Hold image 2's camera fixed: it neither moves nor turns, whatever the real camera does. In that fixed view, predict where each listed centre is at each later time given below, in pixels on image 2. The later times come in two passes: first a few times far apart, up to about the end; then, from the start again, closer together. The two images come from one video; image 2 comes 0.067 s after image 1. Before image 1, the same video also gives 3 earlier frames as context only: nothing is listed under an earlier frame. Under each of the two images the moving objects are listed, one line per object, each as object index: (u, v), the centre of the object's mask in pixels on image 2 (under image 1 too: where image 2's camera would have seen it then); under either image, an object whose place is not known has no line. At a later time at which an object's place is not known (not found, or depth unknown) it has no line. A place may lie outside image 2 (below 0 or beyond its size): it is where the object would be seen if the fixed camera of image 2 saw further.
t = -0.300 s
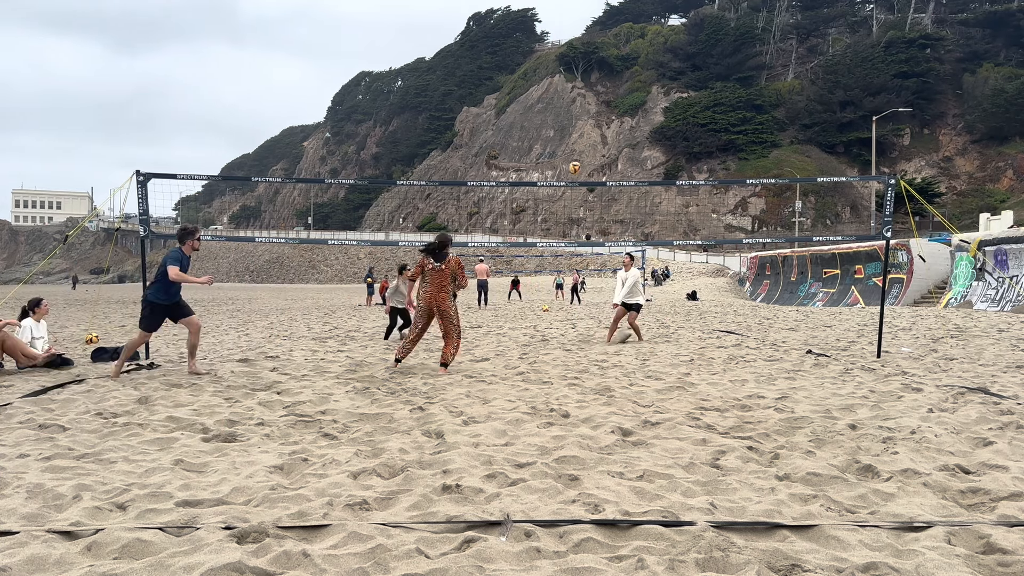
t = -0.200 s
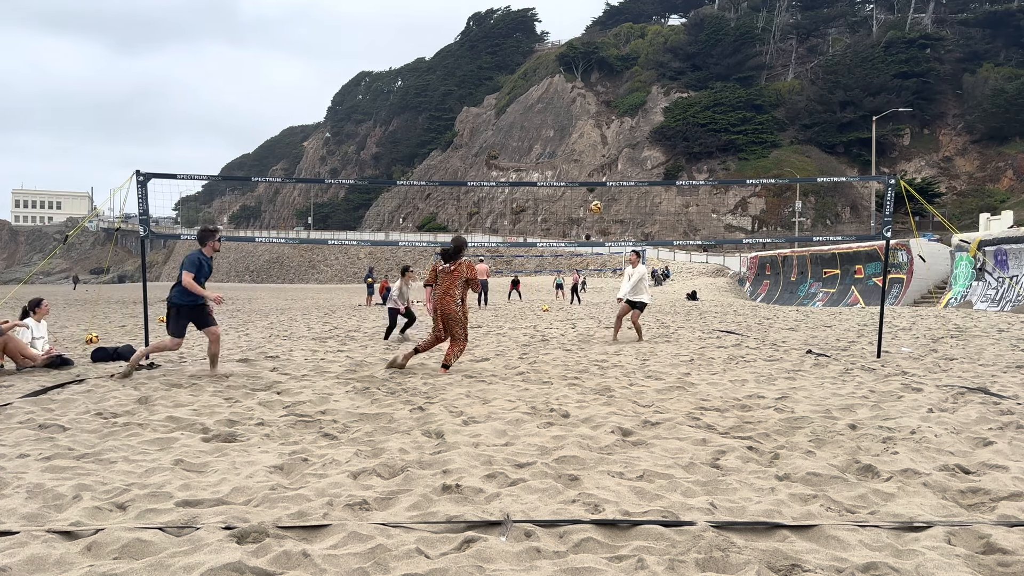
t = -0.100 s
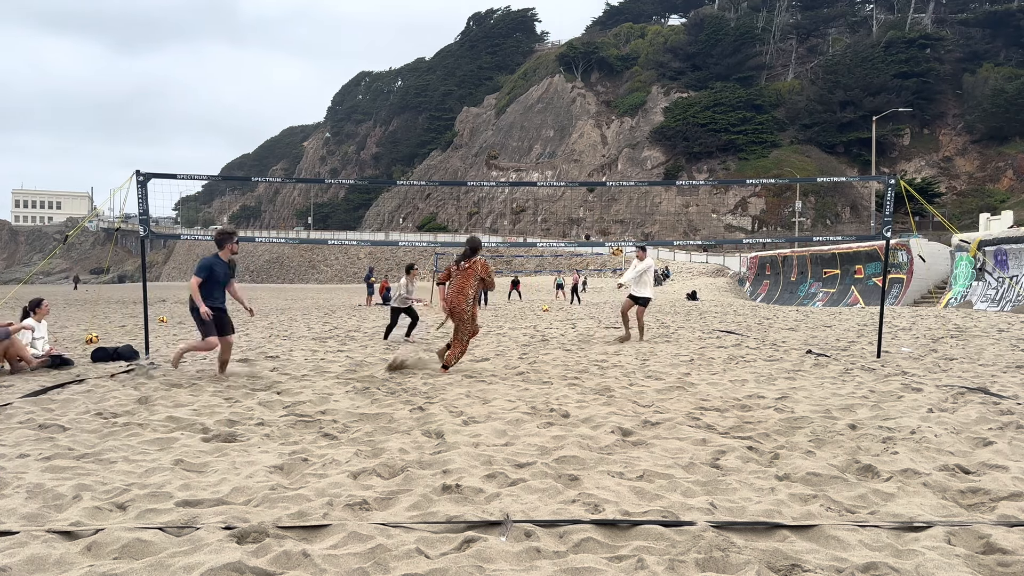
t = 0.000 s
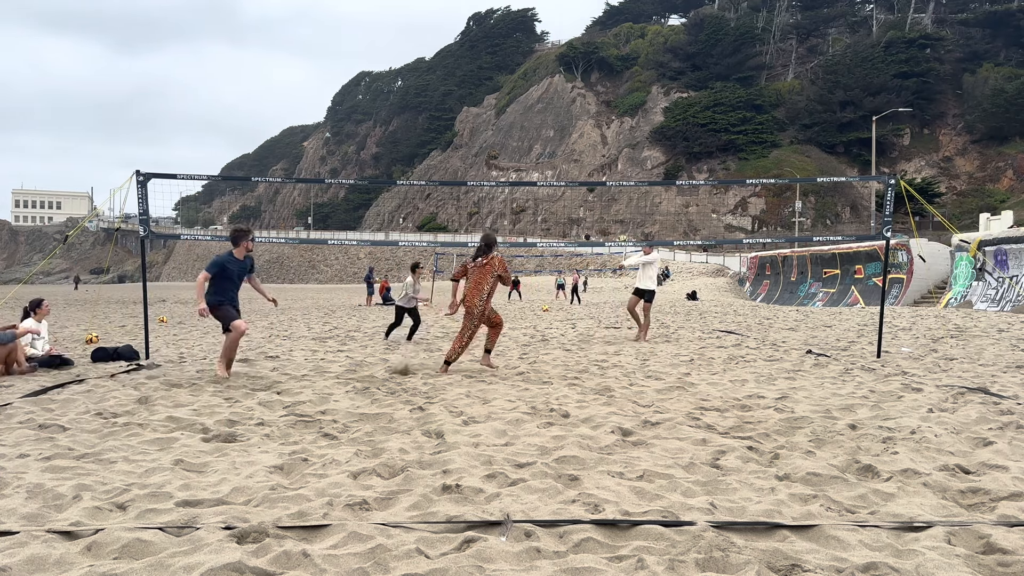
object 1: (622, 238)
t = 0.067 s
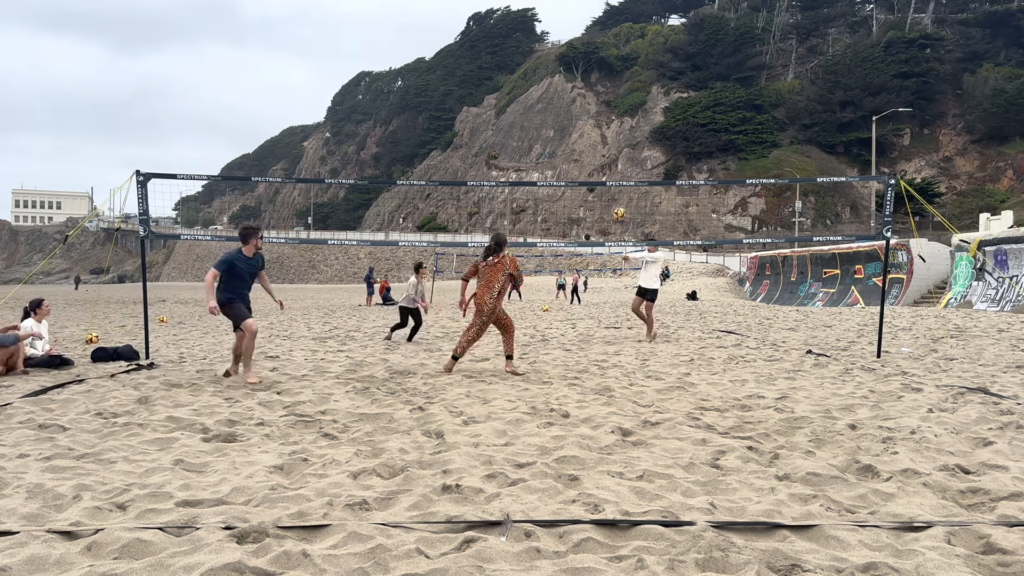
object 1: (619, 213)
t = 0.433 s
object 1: (606, 107)
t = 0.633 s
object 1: (598, 80)
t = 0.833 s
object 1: (590, 79)
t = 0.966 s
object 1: (586, 92)
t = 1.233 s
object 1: (576, 152)
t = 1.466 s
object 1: (572, 237)
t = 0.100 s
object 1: (619, 201)
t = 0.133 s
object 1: (617, 191)
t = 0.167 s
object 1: (616, 176)
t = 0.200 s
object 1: (615, 166)
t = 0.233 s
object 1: (613, 157)
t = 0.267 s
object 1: (613, 146)
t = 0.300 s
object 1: (612, 137)
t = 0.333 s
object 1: (610, 129)
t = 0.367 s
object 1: (609, 121)
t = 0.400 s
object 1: (608, 114)
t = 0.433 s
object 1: (606, 107)
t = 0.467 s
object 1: (605, 100)
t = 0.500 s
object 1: (604, 95)
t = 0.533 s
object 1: (602, 90)
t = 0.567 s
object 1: (601, 86)
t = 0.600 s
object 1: (599, 83)
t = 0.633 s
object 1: (598, 80)
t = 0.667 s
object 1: (597, 78)
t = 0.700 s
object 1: (596, 77)
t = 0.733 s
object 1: (594, 77)
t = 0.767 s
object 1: (593, 77)
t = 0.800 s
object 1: (591, 78)
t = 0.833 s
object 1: (590, 79)
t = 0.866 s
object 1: (589, 82)
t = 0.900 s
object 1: (587, 84)
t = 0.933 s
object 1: (586, 88)
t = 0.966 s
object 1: (586, 92)
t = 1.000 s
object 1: (584, 97)
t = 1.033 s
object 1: (583, 103)
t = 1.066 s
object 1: (582, 110)
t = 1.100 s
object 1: (581, 117)
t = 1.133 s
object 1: (580, 125)
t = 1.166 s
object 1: (578, 133)
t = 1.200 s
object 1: (577, 142)
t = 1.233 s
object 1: (576, 152)
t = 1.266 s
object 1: (575, 163)
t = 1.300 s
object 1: (575, 173)
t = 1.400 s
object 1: (573, 211)
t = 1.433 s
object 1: (573, 224)
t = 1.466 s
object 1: (572, 237)
